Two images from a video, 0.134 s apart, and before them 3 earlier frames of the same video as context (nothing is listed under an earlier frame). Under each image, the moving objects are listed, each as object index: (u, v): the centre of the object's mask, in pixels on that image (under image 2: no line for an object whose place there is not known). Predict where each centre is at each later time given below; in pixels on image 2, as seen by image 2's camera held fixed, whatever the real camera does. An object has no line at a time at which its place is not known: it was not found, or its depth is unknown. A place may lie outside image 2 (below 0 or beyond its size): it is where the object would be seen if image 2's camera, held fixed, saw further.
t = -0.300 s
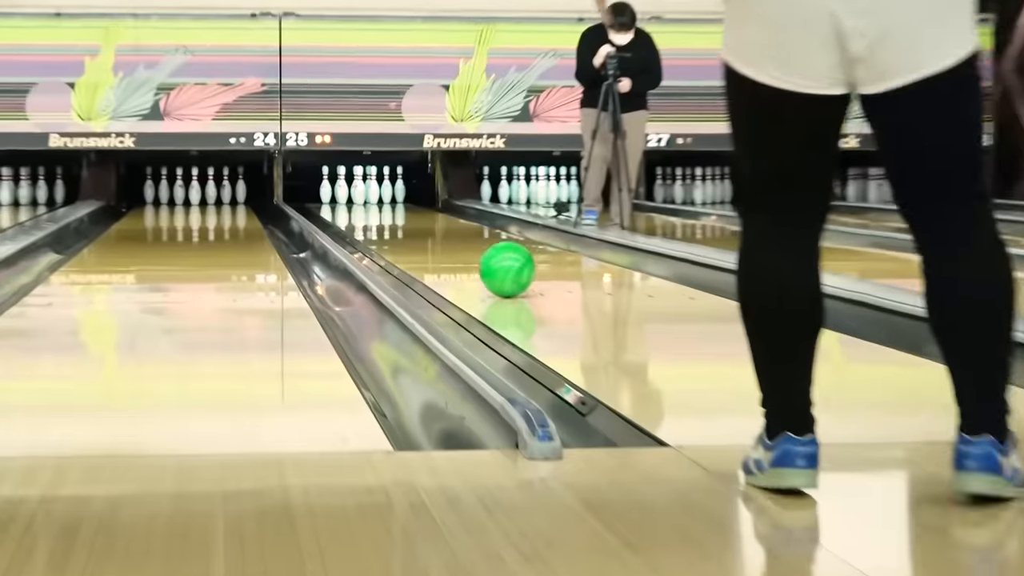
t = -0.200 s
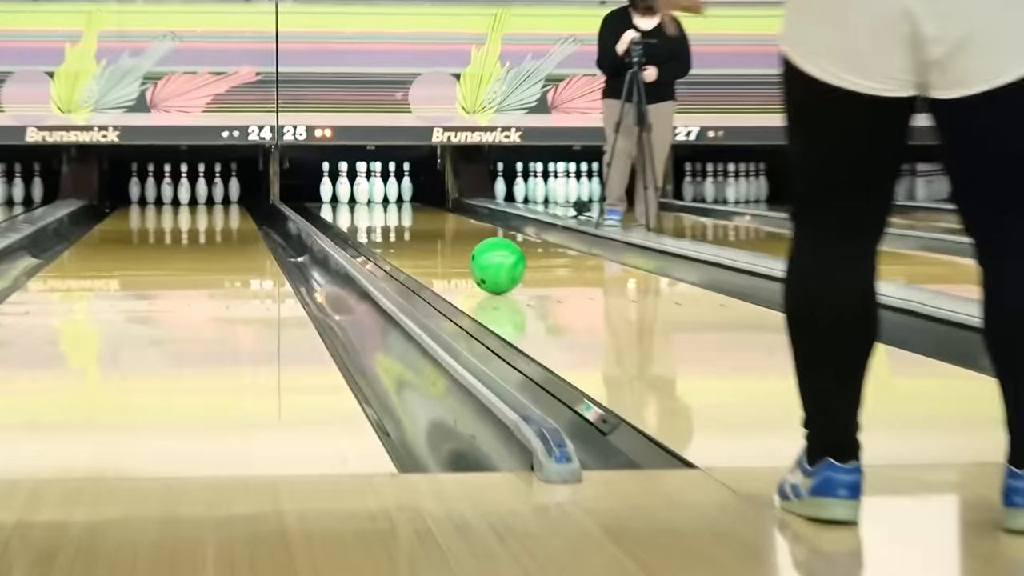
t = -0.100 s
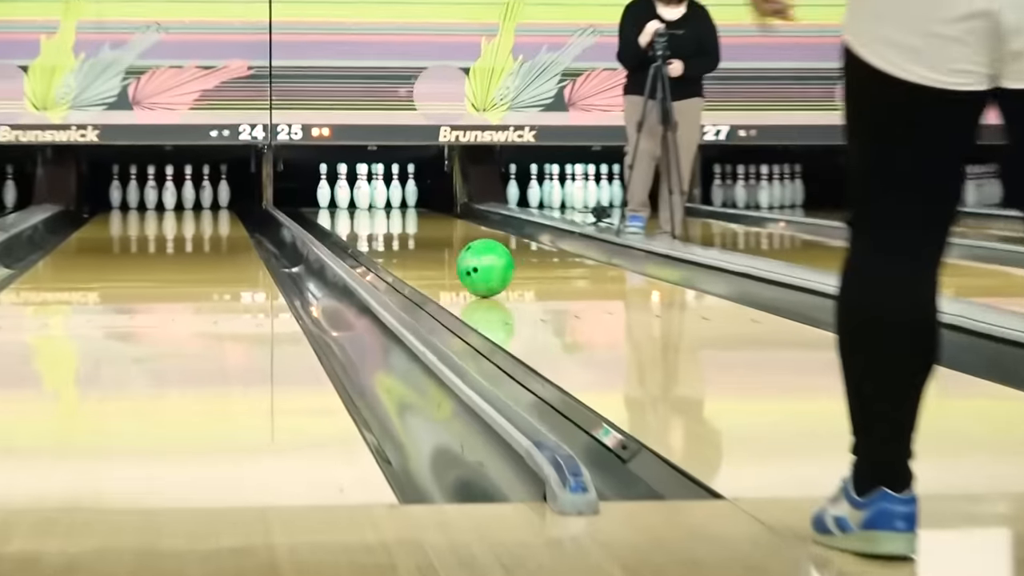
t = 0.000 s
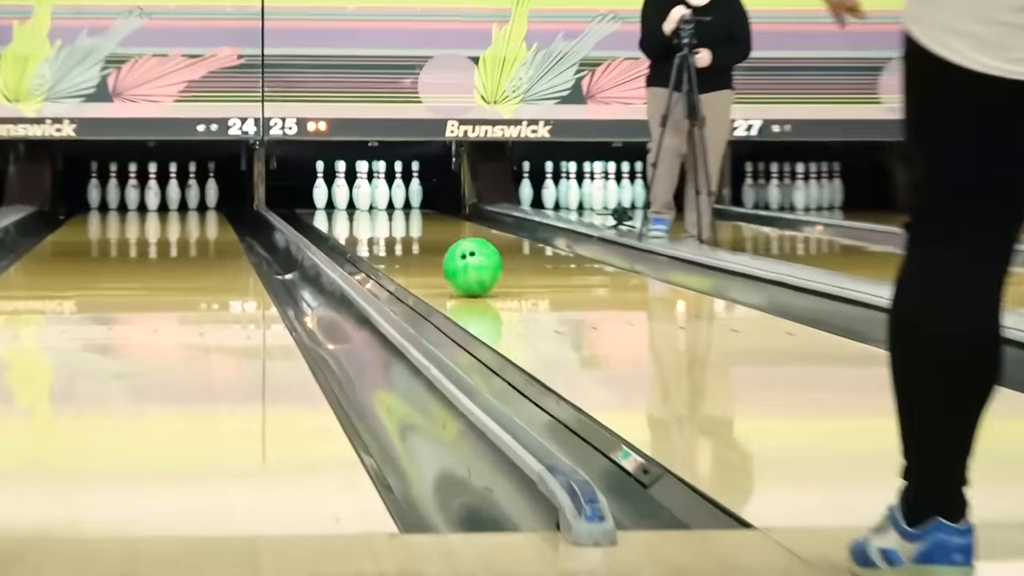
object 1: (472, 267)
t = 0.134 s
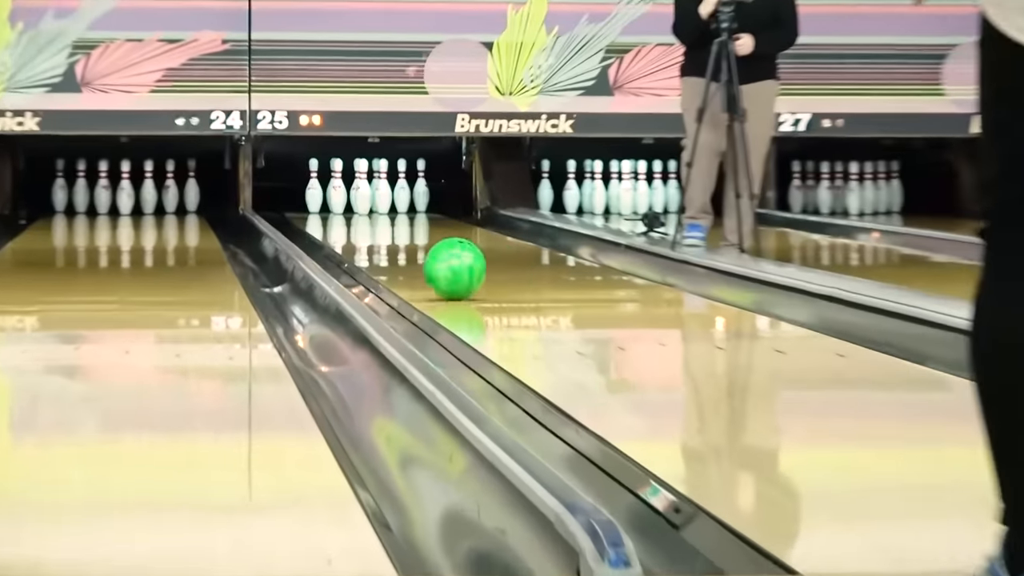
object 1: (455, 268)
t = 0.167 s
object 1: (448, 265)
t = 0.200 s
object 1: (441, 262)
